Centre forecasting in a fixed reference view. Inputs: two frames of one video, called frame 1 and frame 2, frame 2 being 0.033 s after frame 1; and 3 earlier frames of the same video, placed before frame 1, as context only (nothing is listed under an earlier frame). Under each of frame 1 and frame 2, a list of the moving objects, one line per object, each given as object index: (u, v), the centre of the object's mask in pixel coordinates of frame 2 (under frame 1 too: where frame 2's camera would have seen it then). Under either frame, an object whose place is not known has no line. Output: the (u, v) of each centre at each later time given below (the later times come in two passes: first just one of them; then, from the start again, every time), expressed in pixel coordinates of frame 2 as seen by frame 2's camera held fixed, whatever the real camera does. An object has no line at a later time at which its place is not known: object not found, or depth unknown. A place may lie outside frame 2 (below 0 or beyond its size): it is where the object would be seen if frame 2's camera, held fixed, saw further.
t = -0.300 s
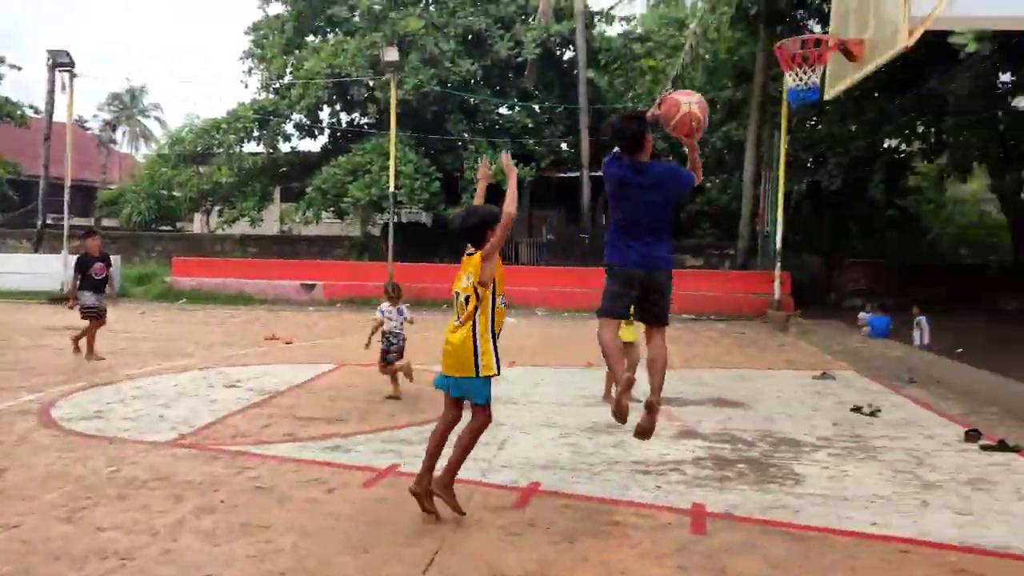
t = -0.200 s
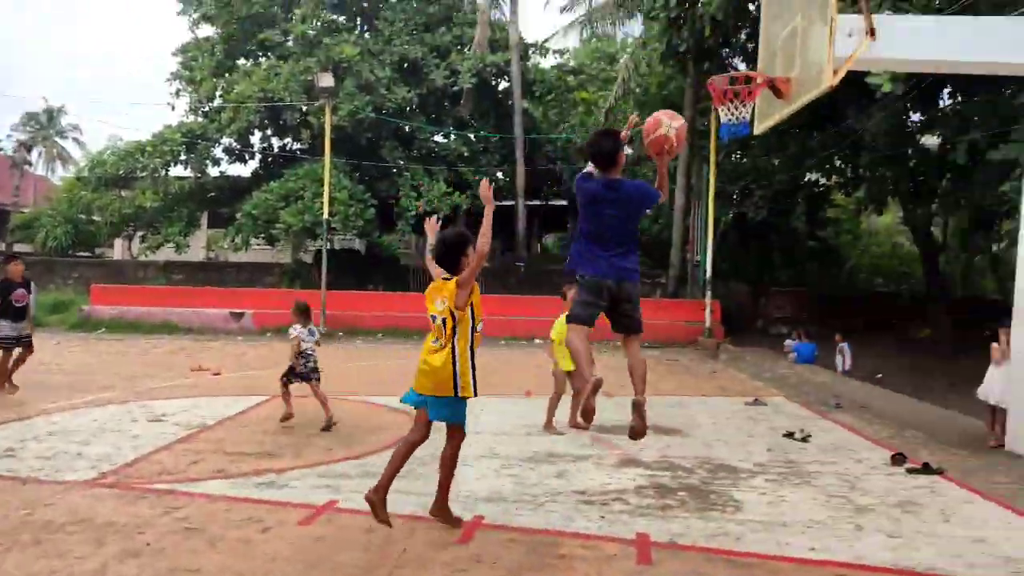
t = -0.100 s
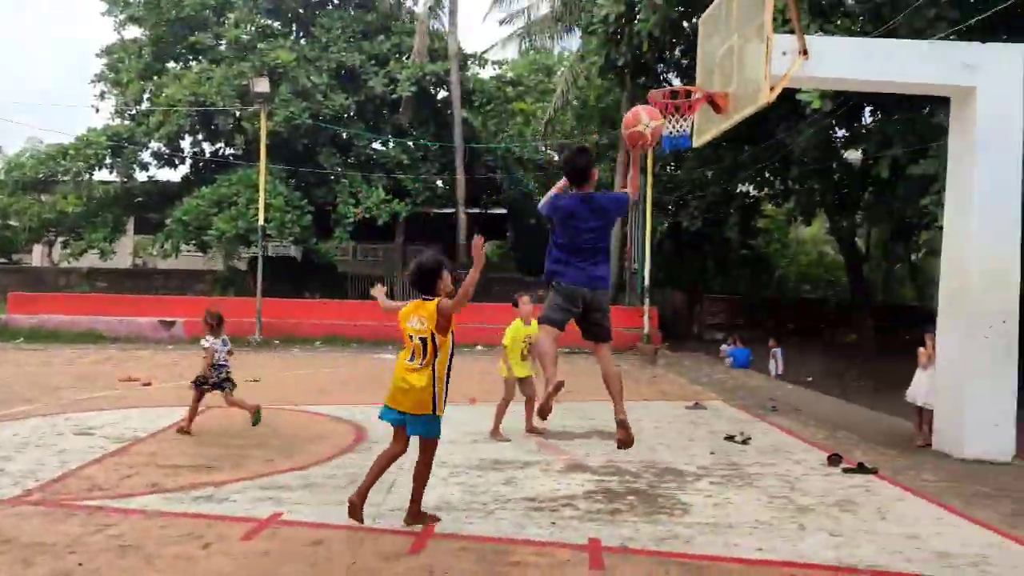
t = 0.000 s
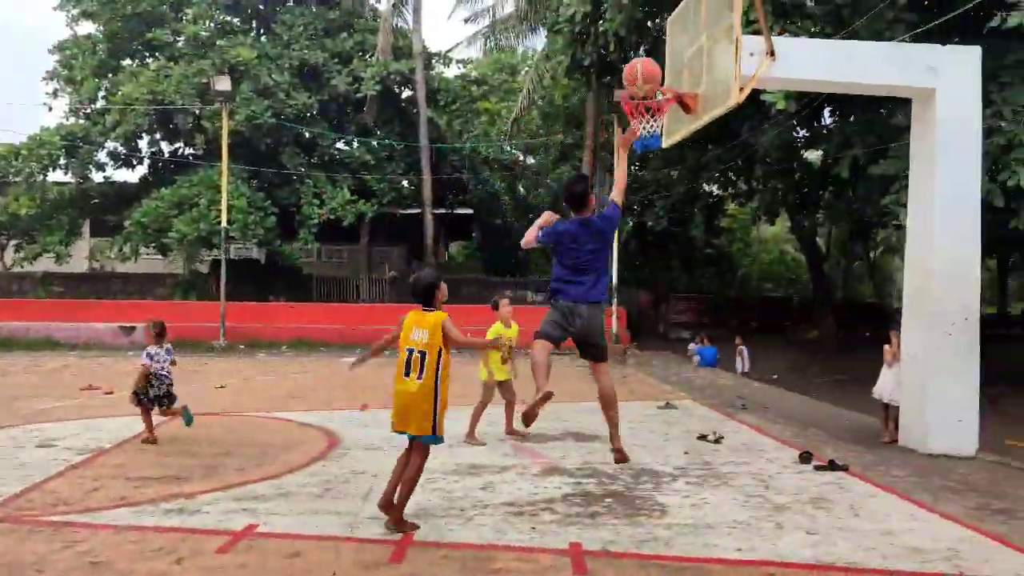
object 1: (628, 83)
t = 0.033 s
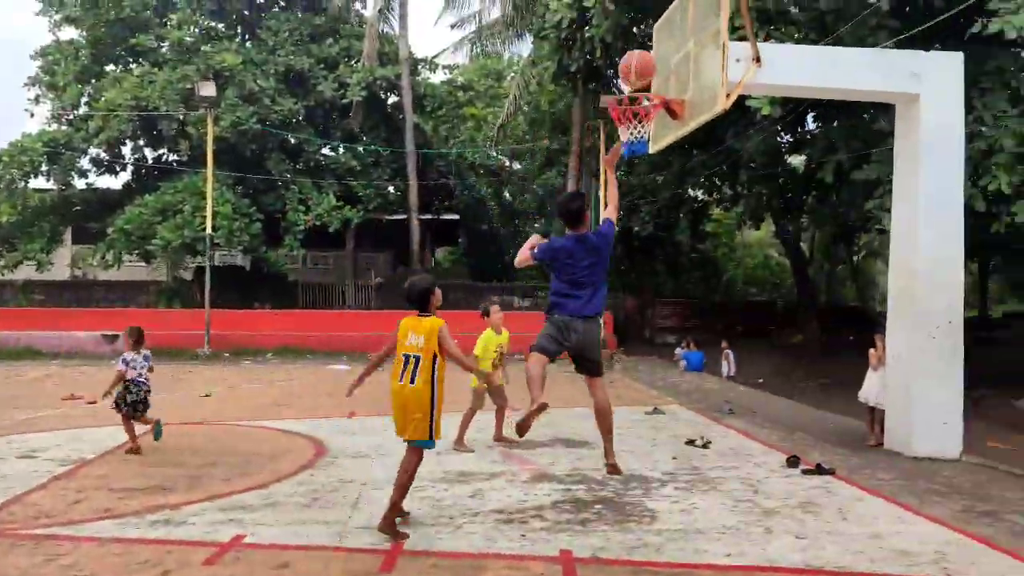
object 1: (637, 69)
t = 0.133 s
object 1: (656, 42)
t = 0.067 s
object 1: (644, 57)
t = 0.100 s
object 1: (651, 48)
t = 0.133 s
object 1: (656, 42)
